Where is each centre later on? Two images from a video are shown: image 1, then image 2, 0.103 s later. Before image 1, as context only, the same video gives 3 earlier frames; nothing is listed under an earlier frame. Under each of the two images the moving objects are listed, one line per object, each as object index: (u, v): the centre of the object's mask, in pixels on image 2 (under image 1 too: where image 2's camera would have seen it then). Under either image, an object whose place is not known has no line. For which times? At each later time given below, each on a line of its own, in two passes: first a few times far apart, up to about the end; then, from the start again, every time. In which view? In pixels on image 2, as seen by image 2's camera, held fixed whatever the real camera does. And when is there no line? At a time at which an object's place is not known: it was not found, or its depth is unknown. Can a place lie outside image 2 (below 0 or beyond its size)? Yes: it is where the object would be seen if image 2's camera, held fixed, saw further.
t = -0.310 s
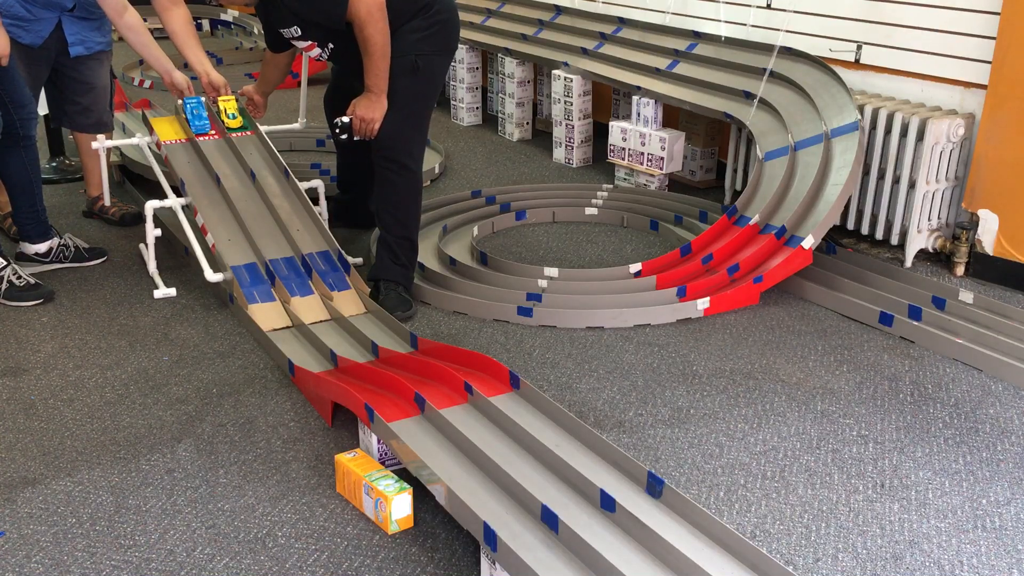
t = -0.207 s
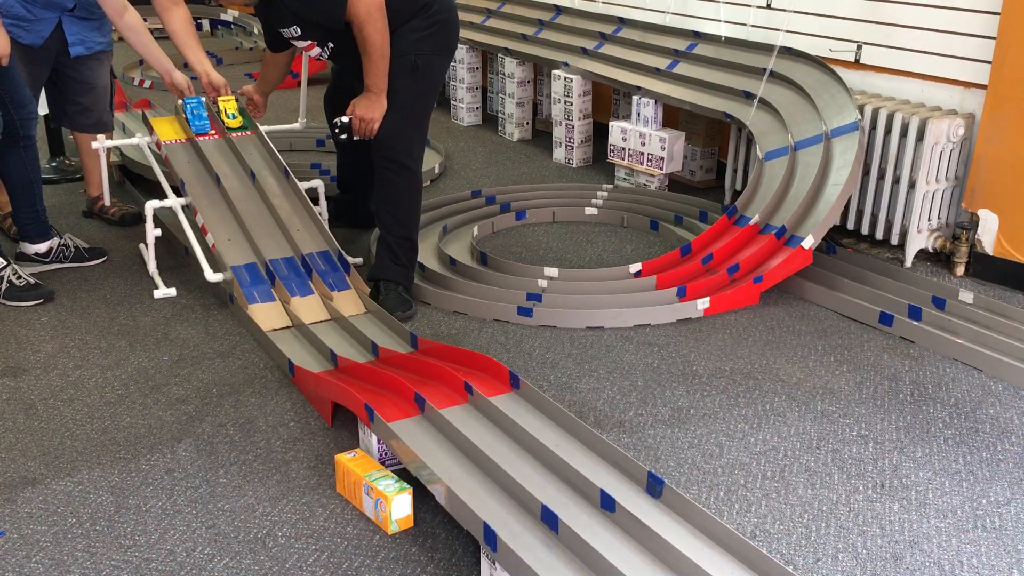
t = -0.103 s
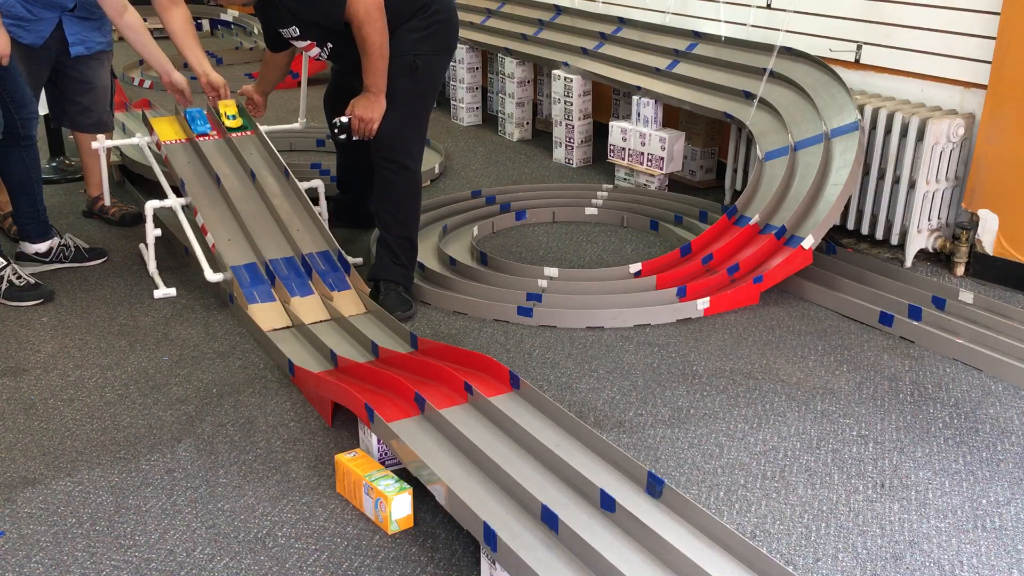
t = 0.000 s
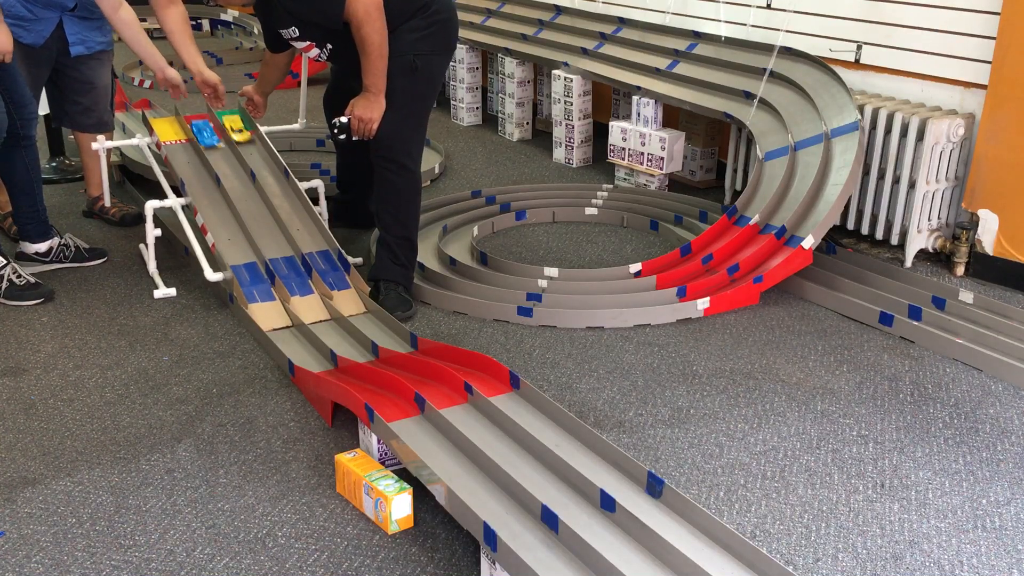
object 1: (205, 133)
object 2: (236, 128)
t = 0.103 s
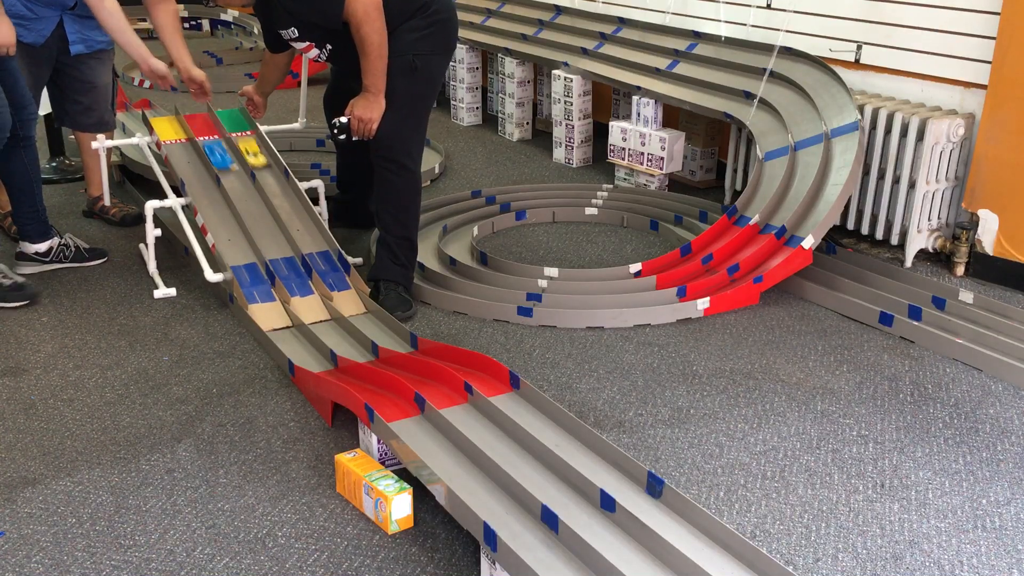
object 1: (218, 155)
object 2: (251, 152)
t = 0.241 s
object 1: (247, 202)
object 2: (286, 204)
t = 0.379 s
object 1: (305, 299)
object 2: (351, 304)
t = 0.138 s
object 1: (224, 164)
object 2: (259, 162)
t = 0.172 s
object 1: (230, 176)
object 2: (266, 174)
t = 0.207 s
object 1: (238, 187)
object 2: (275, 188)
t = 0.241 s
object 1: (247, 202)
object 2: (286, 204)
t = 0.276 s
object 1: (257, 219)
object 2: (297, 220)
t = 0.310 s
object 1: (267, 236)
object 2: (310, 238)
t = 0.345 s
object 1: (281, 258)
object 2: (323, 259)
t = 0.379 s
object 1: (305, 299)
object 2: (351, 304)
